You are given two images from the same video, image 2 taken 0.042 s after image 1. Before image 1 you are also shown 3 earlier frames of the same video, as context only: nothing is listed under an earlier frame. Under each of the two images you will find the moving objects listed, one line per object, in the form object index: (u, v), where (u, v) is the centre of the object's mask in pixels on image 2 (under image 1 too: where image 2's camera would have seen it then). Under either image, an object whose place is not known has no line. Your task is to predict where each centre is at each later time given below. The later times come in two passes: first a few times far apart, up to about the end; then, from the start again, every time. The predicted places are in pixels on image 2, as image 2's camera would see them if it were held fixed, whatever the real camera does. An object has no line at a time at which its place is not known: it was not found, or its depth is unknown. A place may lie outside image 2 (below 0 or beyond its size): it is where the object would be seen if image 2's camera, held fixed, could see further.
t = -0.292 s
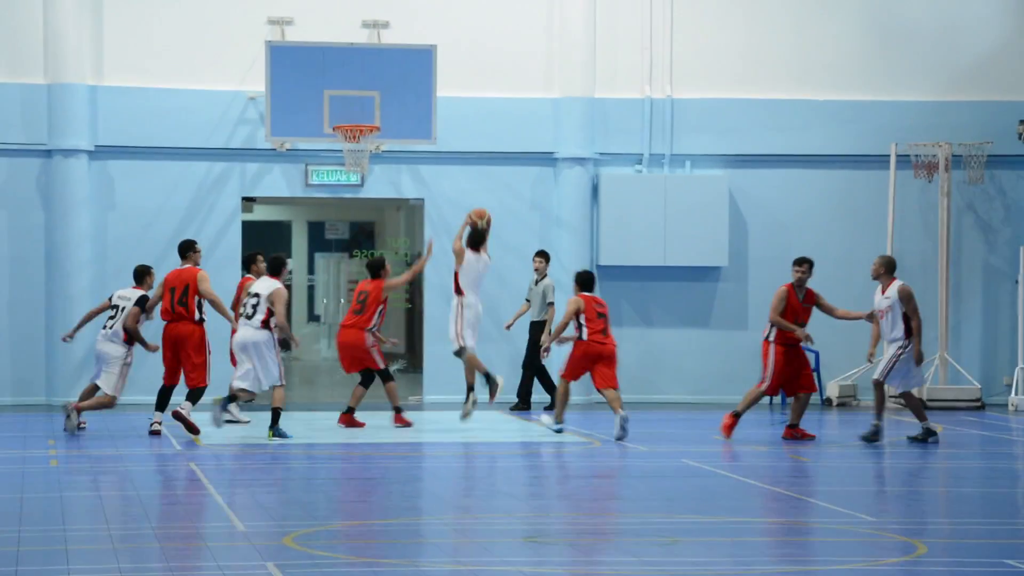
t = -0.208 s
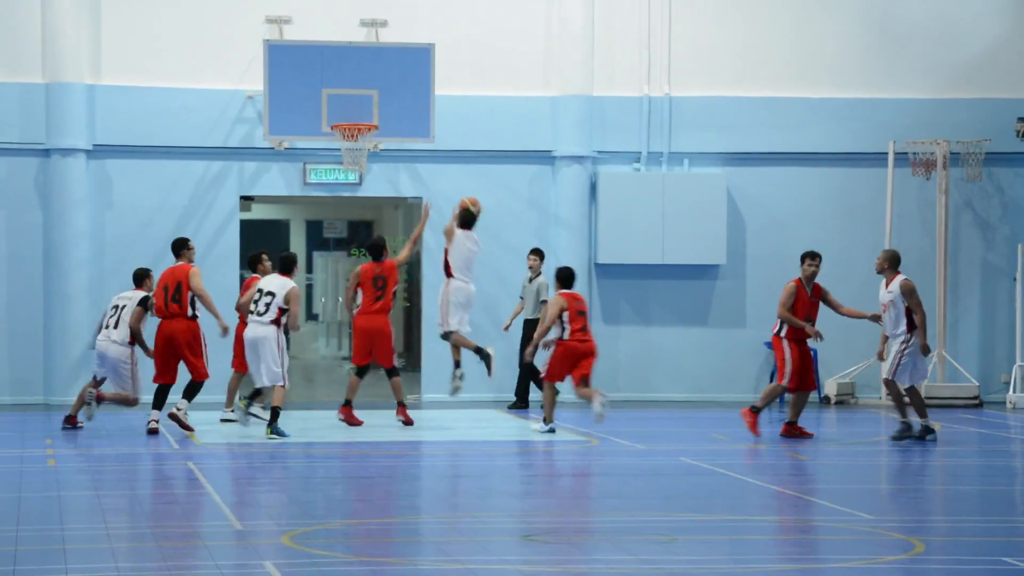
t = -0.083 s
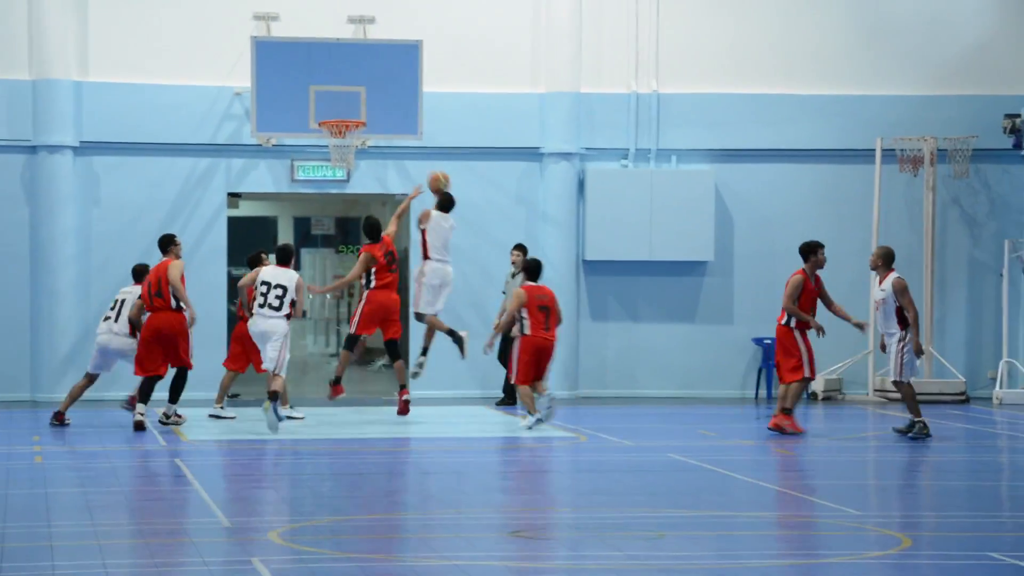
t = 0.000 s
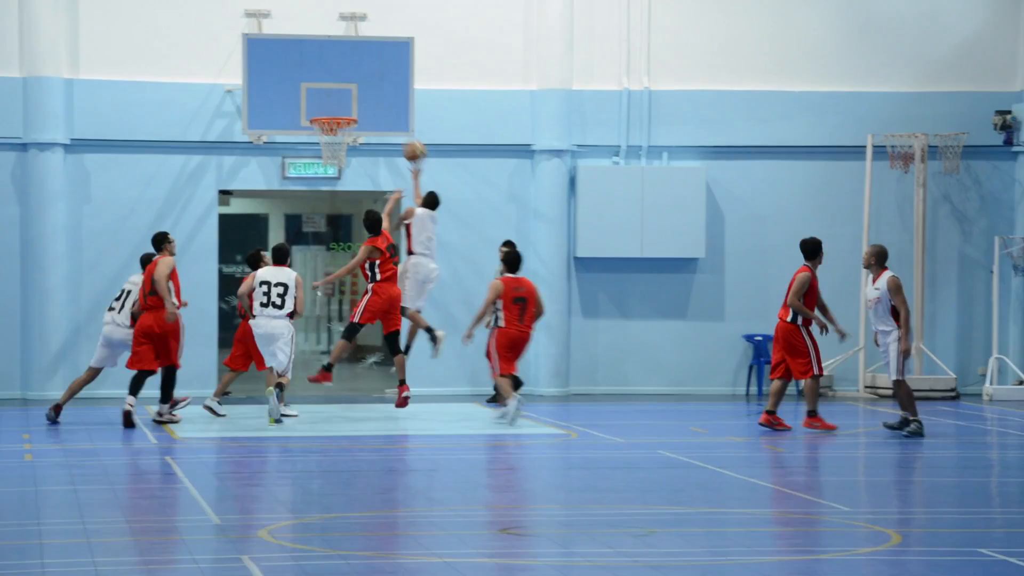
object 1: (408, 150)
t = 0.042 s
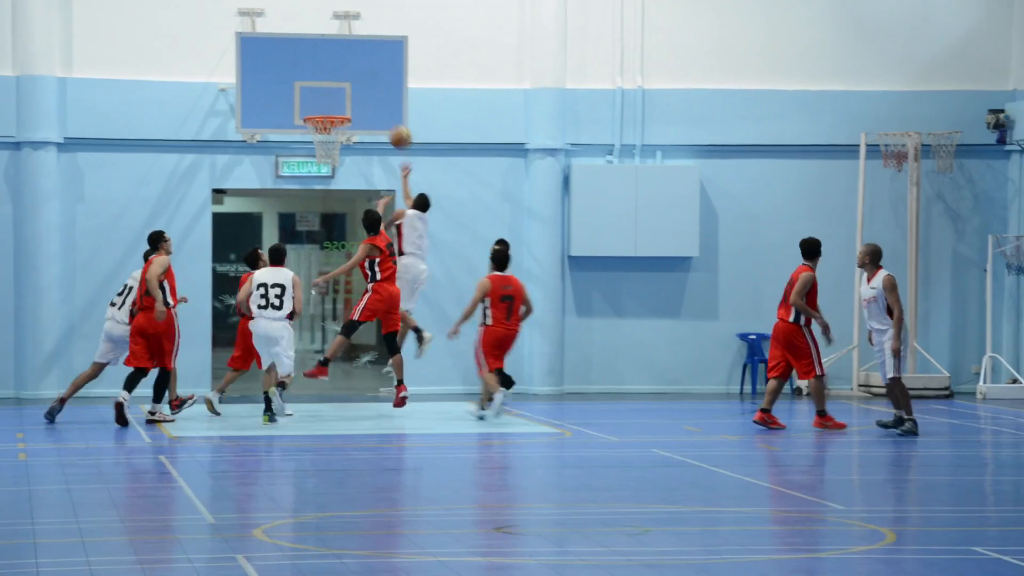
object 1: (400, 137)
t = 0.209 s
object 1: (368, 102)
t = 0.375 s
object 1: (342, 91)
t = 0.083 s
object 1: (392, 125)
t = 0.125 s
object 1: (384, 116)
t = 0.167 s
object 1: (376, 108)
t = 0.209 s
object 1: (368, 102)
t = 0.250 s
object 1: (361, 97)
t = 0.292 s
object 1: (353, 94)
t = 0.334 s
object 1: (345, 93)
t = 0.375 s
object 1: (342, 91)
